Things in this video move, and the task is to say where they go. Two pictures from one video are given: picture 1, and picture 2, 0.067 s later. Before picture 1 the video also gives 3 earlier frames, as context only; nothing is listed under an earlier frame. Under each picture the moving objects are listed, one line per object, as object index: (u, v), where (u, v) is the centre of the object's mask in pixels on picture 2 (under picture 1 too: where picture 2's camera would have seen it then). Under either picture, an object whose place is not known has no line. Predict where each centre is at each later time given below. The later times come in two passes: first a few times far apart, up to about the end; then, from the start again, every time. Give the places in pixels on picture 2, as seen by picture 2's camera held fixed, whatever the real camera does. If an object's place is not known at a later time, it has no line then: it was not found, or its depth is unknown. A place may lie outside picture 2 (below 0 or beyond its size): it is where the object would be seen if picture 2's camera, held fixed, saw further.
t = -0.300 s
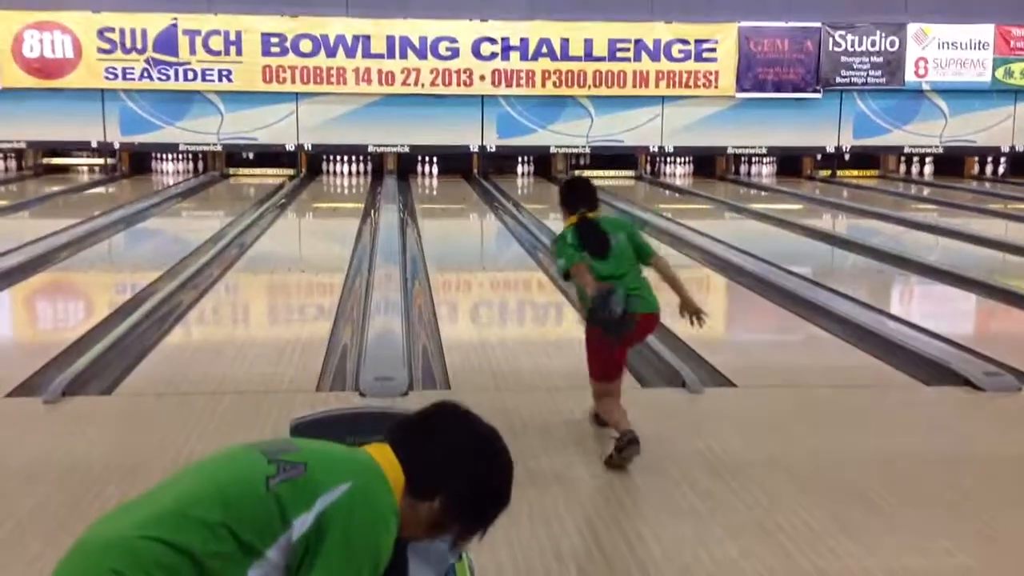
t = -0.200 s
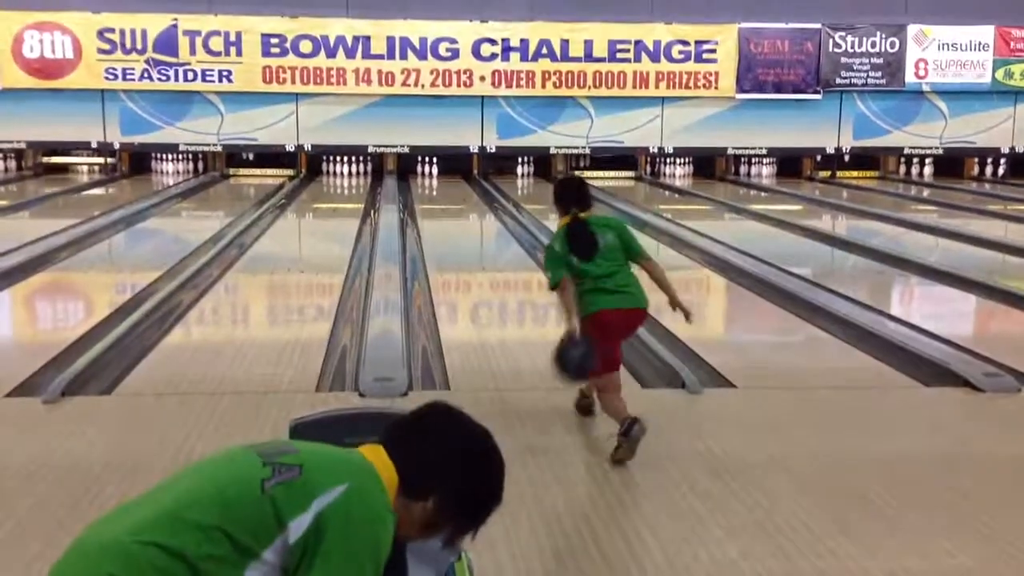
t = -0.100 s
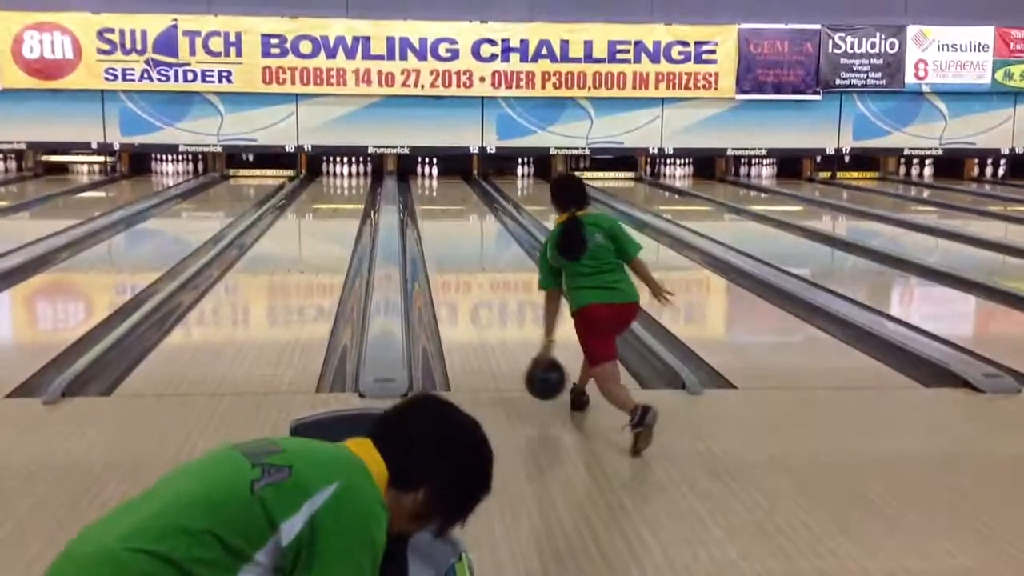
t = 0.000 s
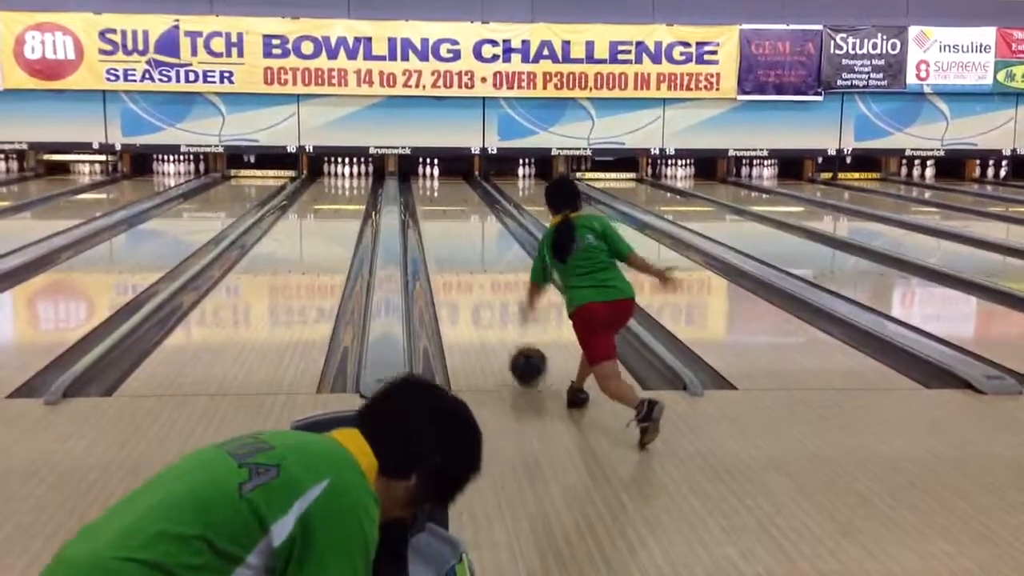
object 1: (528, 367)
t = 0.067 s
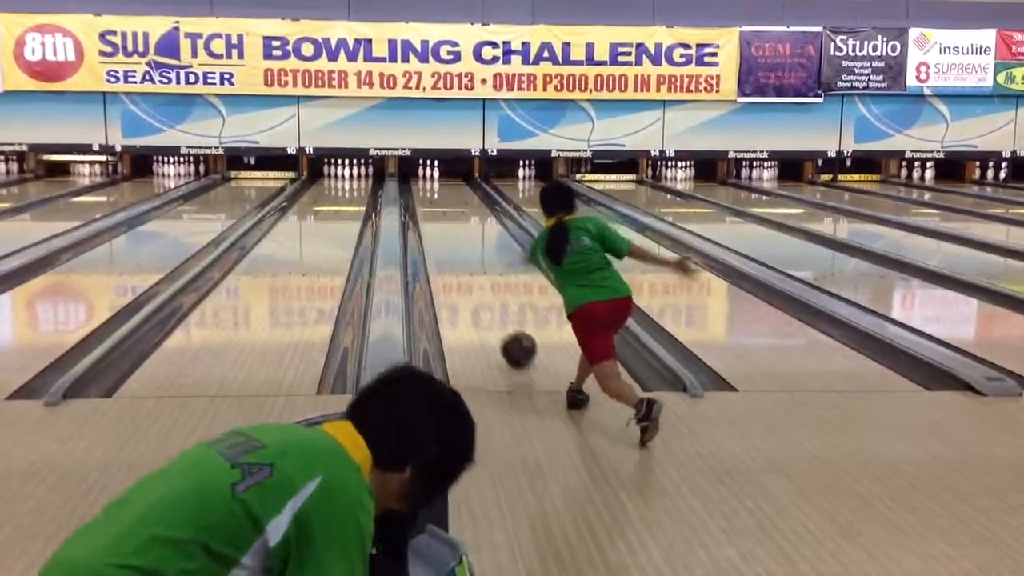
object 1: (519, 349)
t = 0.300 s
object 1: (494, 304)
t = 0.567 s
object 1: (476, 269)
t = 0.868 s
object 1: (462, 241)
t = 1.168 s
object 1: (452, 223)
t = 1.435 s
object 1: (446, 210)
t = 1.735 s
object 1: (441, 198)
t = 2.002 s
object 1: (439, 191)
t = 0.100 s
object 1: (514, 342)
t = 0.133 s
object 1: (511, 334)
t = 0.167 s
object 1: (507, 327)
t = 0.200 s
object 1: (503, 321)
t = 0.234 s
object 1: (500, 315)
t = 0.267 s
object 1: (497, 309)
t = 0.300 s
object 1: (494, 304)
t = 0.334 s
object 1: (492, 299)
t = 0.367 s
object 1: (489, 293)
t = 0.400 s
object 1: (486, 289)
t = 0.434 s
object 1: (484, 284)
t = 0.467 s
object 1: (482, 280)
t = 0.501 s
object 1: (480, 276)
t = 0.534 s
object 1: (478, 272)
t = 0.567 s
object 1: (476, 269)
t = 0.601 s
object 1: (474, 265)
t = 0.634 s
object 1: (472, 262)
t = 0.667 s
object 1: (470, 258)
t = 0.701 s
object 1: (469, 255)
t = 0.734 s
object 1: (467, 252)
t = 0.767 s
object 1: (466, 250)
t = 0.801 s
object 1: (465, 247)
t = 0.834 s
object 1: (463, 244)
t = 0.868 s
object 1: (462, 241)
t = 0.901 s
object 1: (460, 239)
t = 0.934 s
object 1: (460, 237)
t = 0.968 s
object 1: (458, 235)
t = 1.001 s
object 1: (457, 232)
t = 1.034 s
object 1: (456, 231)
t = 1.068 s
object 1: (455, 228)
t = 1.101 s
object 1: (454, 226)
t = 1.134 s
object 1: (453, 224)
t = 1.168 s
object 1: (452, 223)
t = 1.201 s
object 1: (452, 221)
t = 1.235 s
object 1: (451, 219)
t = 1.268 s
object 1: (450, 218)
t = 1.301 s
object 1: (449, 216)
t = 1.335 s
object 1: (448, 214)
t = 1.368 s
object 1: (447, 213)
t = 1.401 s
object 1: (447, 211)
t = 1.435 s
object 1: (446, 210)
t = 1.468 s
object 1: (445, 209)
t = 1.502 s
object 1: (445, 208)
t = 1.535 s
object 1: (444, 206)
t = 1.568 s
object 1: (444, 205)
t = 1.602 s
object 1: (443, 203)
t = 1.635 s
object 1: (442, 202)
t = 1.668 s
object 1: (441, 200)
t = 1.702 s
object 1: (441, 199)
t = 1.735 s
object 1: (441, 198)
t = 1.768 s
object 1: (440, 197)
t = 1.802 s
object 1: (440, 196)
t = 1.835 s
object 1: (440, 195)
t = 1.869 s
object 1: (441, 194)
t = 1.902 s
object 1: (440, 193)
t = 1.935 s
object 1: (440, 192)
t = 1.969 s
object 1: (440, 191)
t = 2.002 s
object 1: (439, 191)
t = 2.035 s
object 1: (439, 190)
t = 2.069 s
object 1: (439, 188)
